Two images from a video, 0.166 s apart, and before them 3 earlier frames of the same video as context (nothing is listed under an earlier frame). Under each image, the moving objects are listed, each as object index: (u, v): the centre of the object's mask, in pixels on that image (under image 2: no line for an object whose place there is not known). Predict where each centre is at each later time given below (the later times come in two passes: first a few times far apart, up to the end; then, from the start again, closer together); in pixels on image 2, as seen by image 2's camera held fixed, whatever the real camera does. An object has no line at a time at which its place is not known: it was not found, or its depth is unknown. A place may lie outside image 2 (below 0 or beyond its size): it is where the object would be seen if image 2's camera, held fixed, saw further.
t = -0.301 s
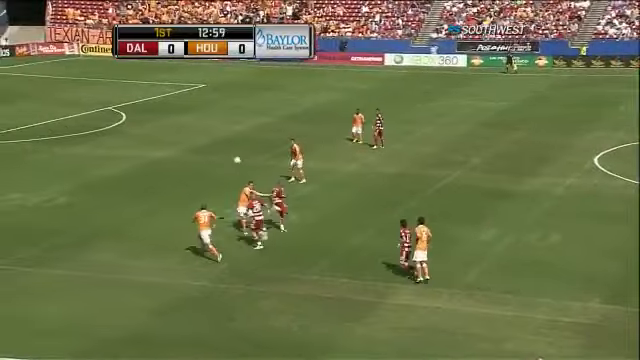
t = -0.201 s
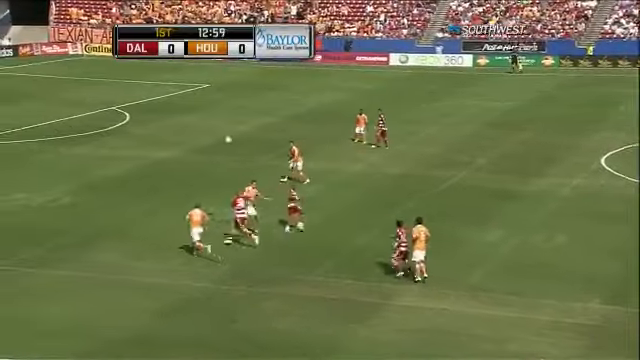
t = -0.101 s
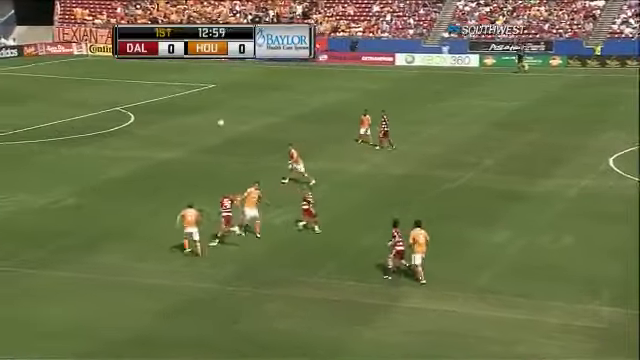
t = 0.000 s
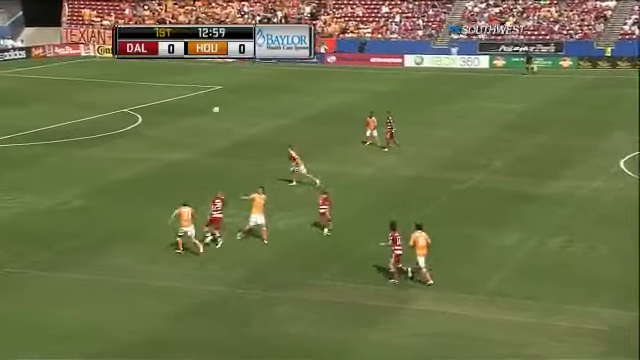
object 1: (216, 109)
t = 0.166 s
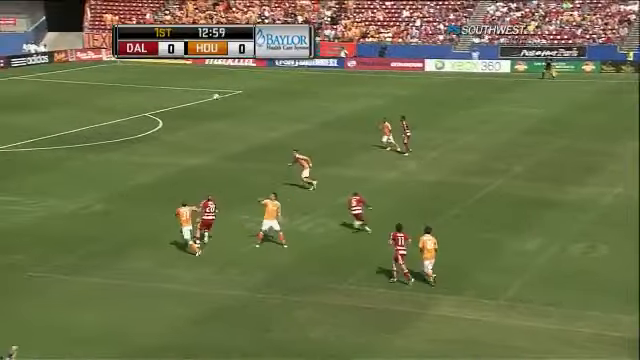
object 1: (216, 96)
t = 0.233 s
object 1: (206, 92)
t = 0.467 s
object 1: (180, 86)
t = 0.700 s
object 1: (155, 95)
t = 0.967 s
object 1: (127, 124)
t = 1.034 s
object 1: (120, 134)
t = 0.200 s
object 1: (211, 94)
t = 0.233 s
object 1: (206, 92)
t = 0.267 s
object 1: (203, 90)
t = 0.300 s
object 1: (199, 89)
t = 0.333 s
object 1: (195, 87)
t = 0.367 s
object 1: (191, 86)
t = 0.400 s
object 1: (187, 86)
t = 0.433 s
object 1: (183, 86)
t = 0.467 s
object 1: (180, 86)
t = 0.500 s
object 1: (176, 86)
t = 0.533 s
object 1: (172, 88)
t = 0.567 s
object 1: (168, 88)
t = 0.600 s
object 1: (165, 90)
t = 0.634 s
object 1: (162, 91)
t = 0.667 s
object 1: (158, 93)
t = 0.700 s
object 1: (155, 95)
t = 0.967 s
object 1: (127, 124)
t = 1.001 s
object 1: (123, 129)
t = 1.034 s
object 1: (120, 134)
